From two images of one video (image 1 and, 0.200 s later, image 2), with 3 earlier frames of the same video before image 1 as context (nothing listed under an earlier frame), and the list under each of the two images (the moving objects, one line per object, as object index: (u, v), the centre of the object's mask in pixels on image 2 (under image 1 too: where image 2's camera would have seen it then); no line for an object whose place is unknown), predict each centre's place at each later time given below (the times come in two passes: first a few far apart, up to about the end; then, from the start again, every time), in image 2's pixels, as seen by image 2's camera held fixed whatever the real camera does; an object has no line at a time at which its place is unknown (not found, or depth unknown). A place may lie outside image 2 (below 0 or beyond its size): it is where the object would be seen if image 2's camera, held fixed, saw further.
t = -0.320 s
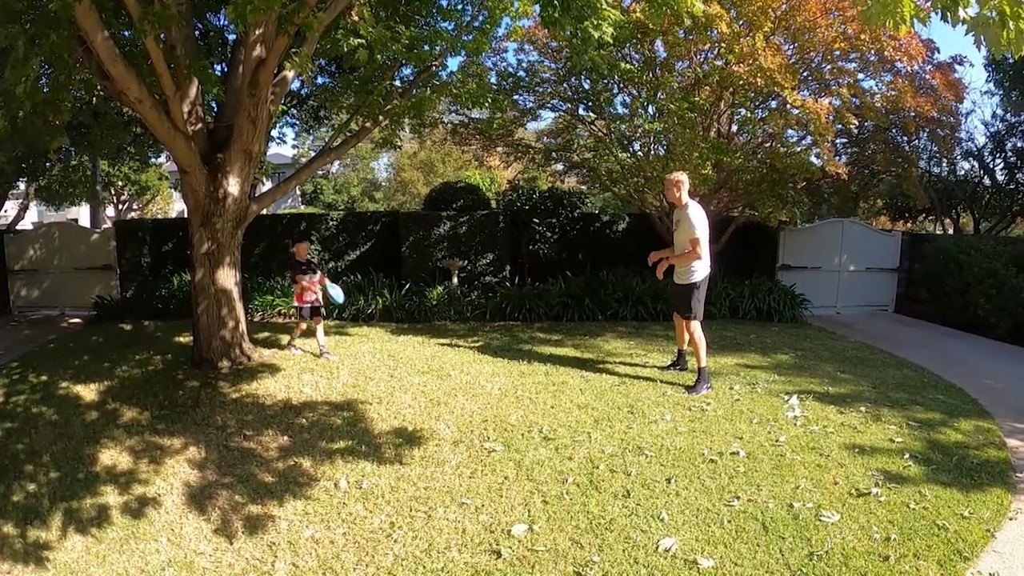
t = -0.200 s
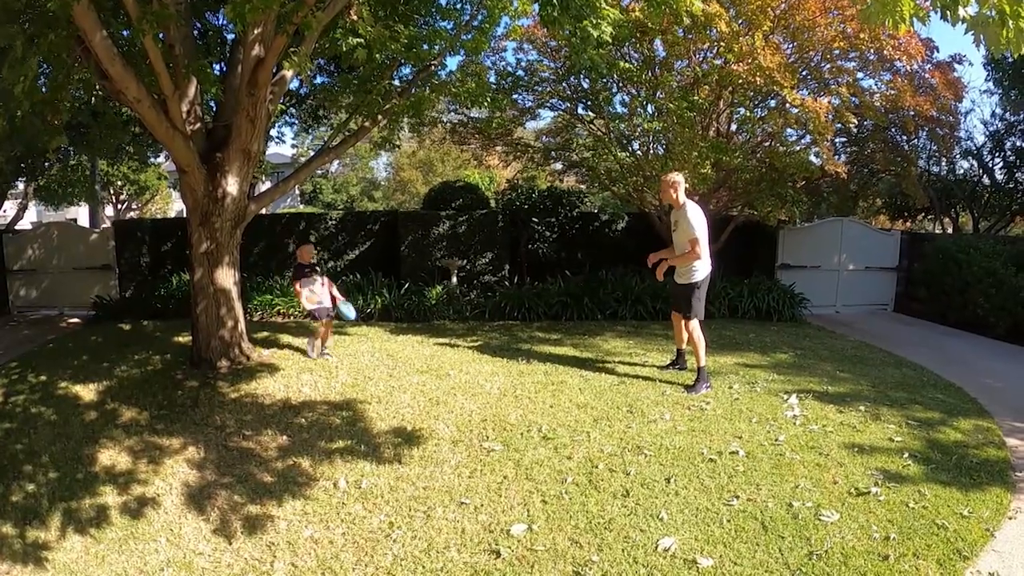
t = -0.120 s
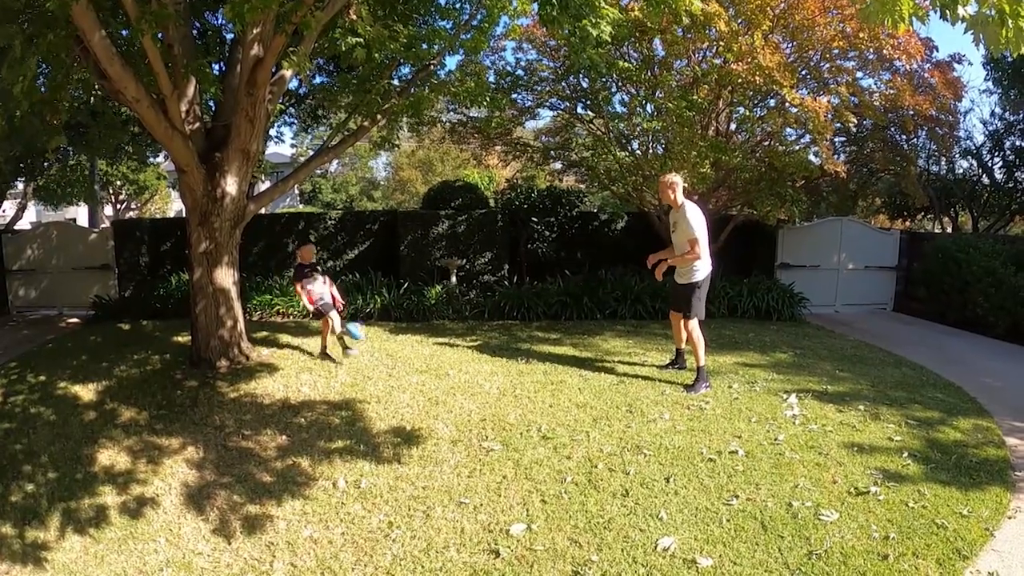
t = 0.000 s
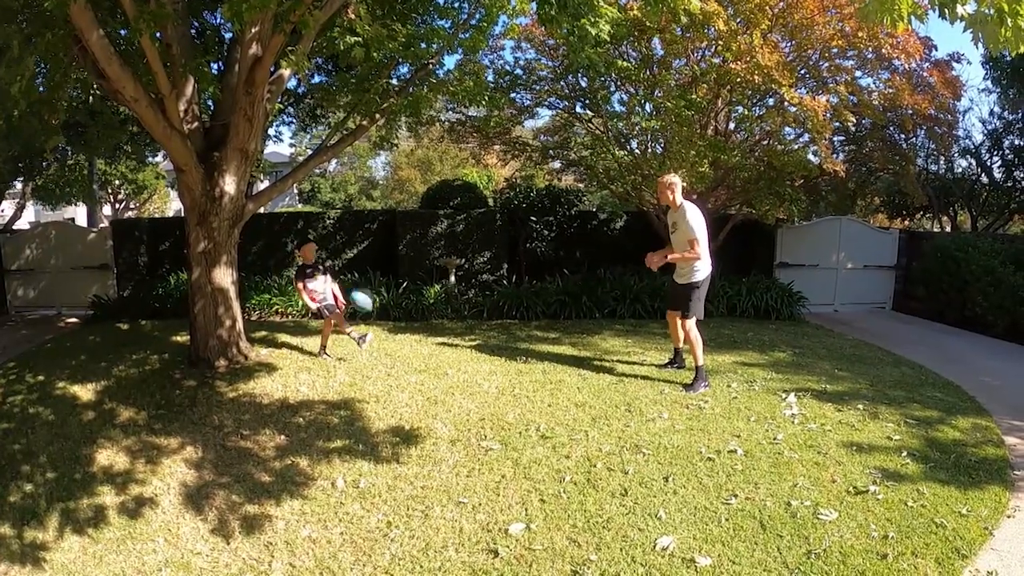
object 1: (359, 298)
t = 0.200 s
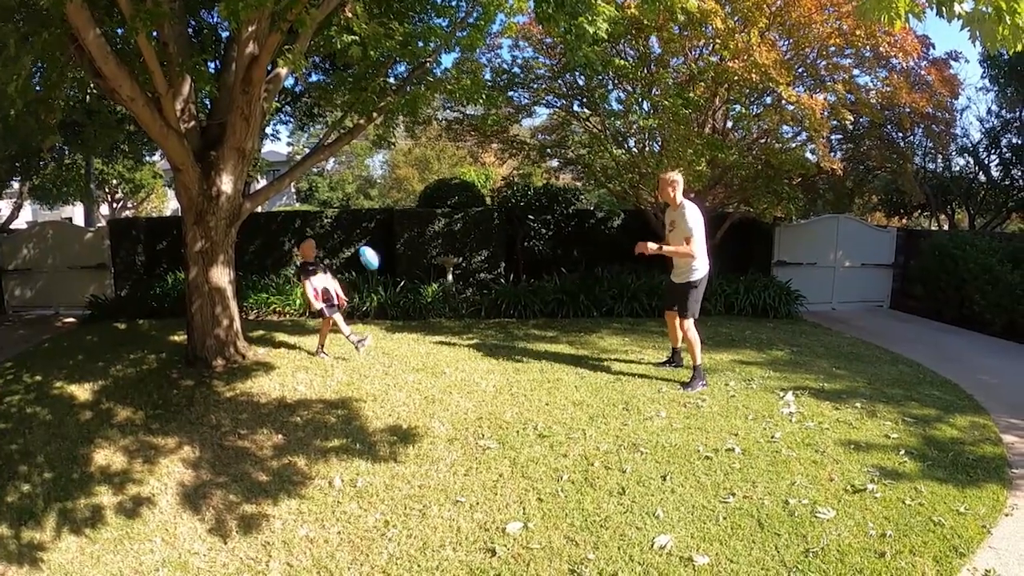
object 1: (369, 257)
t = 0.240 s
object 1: (371, 254)
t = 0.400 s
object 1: (381, 259)
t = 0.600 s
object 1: (395, 304)
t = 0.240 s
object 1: (371, 254)
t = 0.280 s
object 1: (373, 253)
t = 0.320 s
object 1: (376, 253)
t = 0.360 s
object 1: (378, 255)
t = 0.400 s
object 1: (381, 259)
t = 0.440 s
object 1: (383, 263)
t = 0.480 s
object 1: (386, 271)
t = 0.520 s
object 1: (389, 280)
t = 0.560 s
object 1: (393, 293)
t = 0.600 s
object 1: (395, 304)
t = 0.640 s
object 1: (398, 318)
